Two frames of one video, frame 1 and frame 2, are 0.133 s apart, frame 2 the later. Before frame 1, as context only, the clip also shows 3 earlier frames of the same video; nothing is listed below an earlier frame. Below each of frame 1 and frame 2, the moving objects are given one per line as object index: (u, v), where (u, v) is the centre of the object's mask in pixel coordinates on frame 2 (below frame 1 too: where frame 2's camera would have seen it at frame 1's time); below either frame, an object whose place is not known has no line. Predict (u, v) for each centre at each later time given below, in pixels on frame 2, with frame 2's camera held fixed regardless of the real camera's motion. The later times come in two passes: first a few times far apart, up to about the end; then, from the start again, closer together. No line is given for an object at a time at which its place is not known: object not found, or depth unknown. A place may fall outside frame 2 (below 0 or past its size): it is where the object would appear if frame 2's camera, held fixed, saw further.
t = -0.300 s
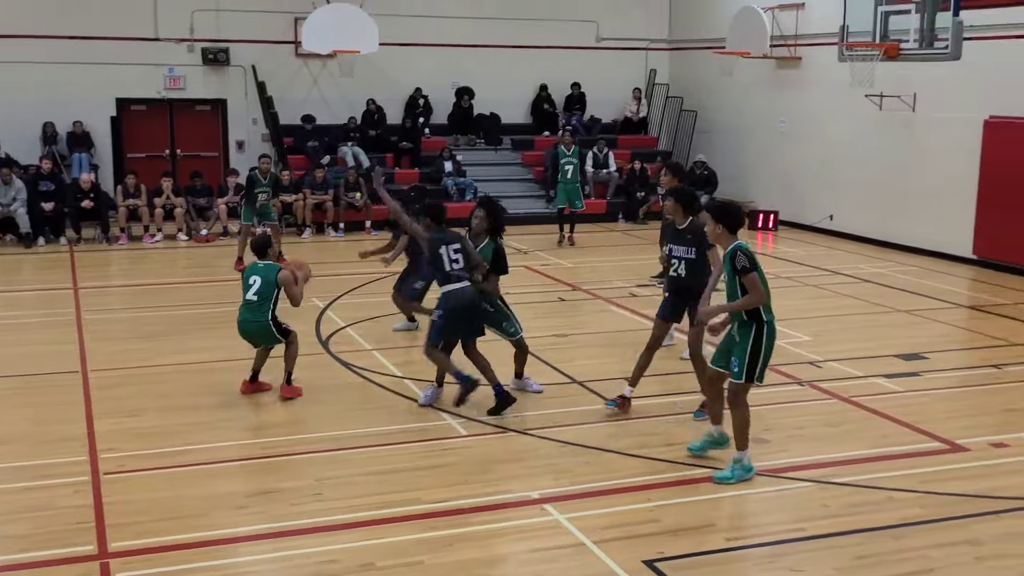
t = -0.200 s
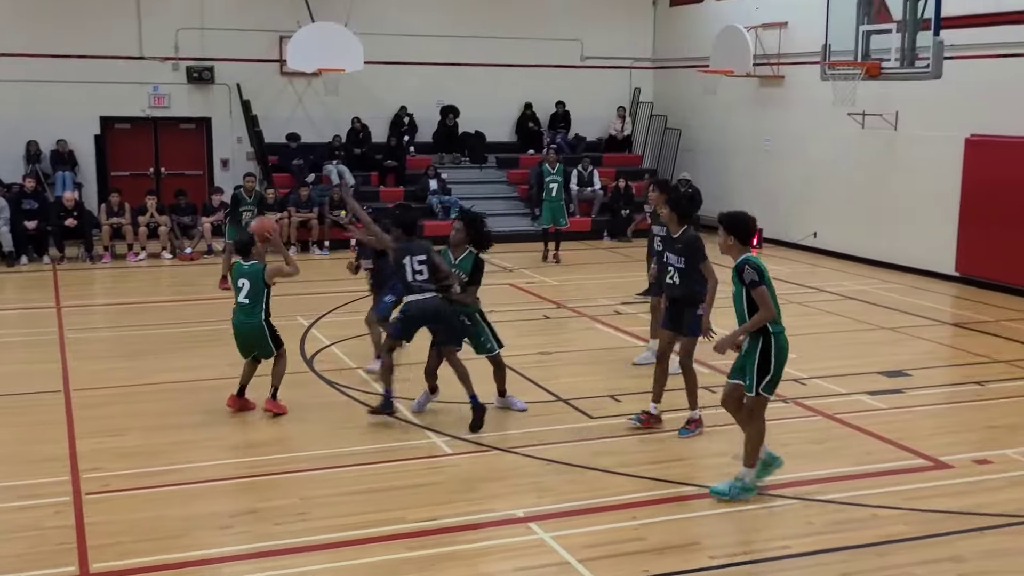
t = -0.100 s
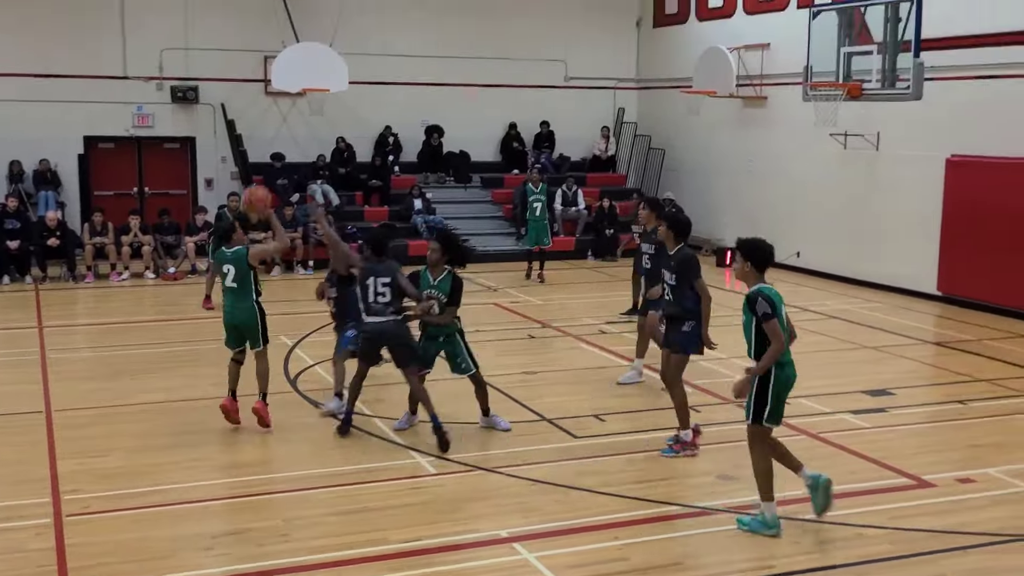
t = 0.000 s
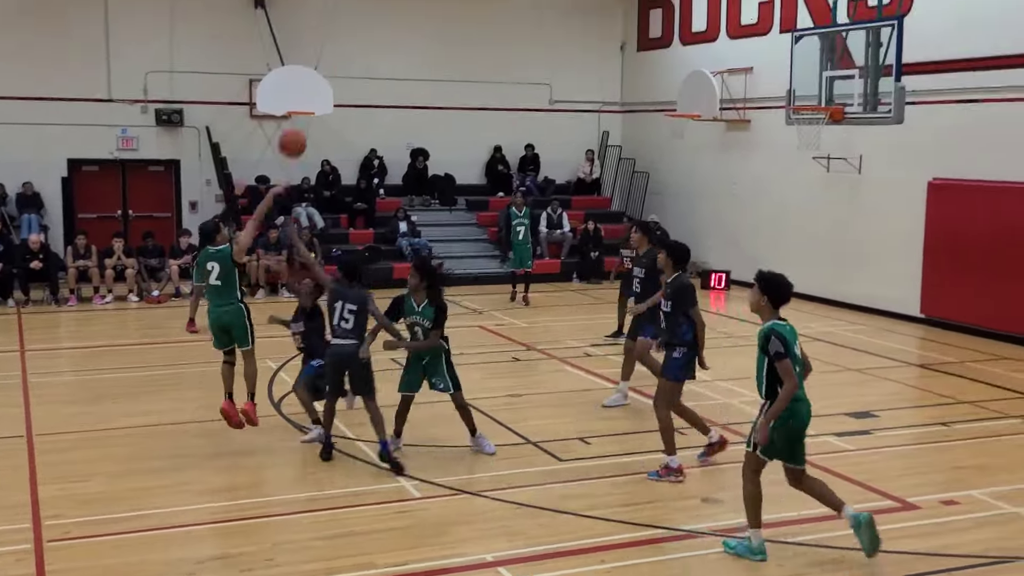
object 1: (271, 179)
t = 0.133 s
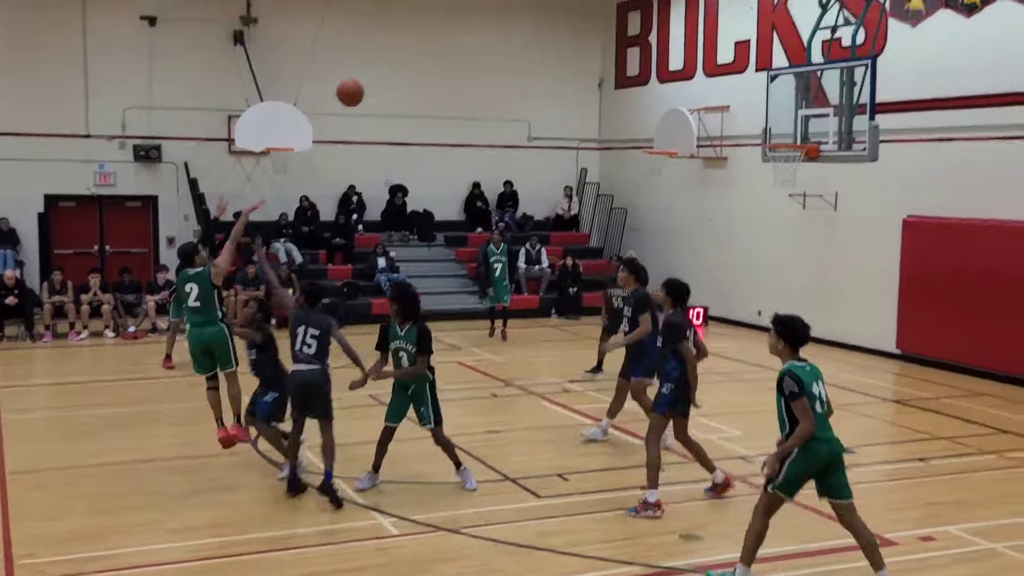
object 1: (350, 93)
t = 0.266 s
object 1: (423, 33)
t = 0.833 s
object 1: (672, 2)
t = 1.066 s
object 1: (749, 76)
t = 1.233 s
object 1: (794, 151)
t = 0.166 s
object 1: (369, 75)
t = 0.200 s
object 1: (387, 59)
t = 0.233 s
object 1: (406, 45)
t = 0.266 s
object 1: (423, 33)
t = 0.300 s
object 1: (441, 23)
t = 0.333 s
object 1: (458, 13)
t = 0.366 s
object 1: (474, 3)
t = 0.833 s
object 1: (672, 2)
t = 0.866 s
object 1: (684, 11)
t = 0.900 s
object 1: (696, 18)
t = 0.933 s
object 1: (707, 29)
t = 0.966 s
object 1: (717, 40)
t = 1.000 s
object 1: (729, 52)
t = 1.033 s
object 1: (739, 63)
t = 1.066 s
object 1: (749, 76)
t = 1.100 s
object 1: (759, 90)
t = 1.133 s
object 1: (769, 105)
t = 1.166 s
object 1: (779, 119)
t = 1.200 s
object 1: (788, 135)
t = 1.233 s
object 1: (794, 151)
